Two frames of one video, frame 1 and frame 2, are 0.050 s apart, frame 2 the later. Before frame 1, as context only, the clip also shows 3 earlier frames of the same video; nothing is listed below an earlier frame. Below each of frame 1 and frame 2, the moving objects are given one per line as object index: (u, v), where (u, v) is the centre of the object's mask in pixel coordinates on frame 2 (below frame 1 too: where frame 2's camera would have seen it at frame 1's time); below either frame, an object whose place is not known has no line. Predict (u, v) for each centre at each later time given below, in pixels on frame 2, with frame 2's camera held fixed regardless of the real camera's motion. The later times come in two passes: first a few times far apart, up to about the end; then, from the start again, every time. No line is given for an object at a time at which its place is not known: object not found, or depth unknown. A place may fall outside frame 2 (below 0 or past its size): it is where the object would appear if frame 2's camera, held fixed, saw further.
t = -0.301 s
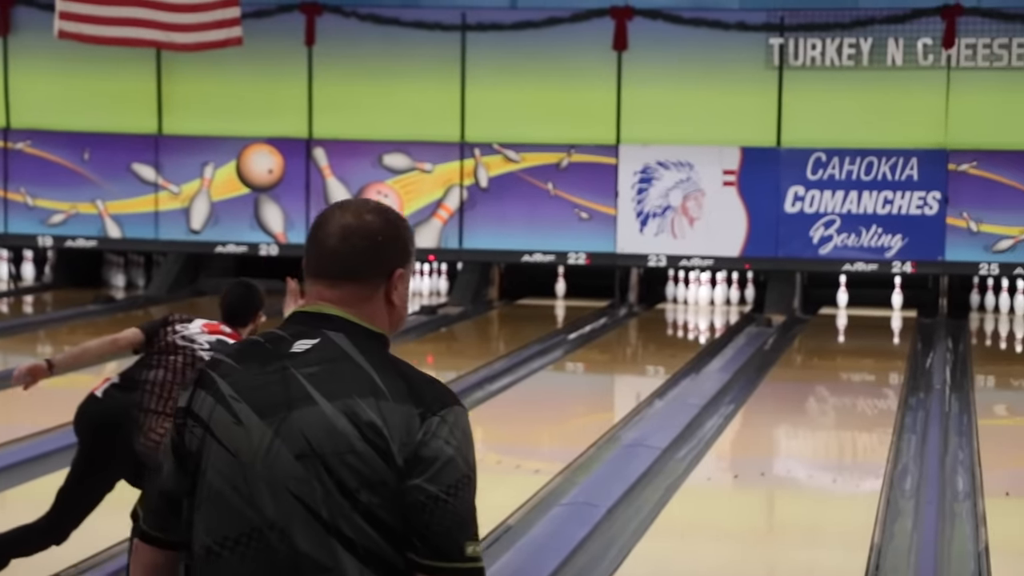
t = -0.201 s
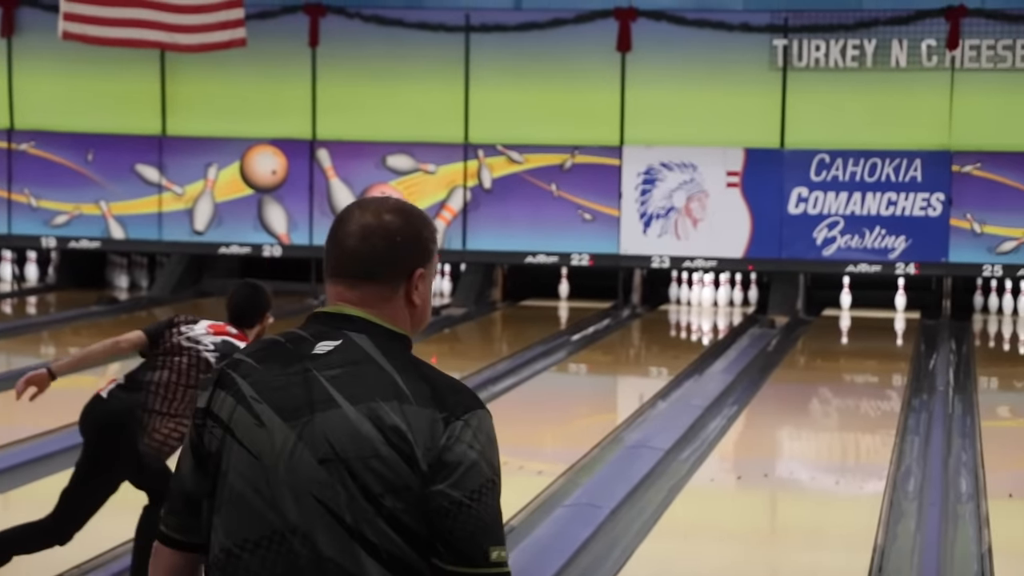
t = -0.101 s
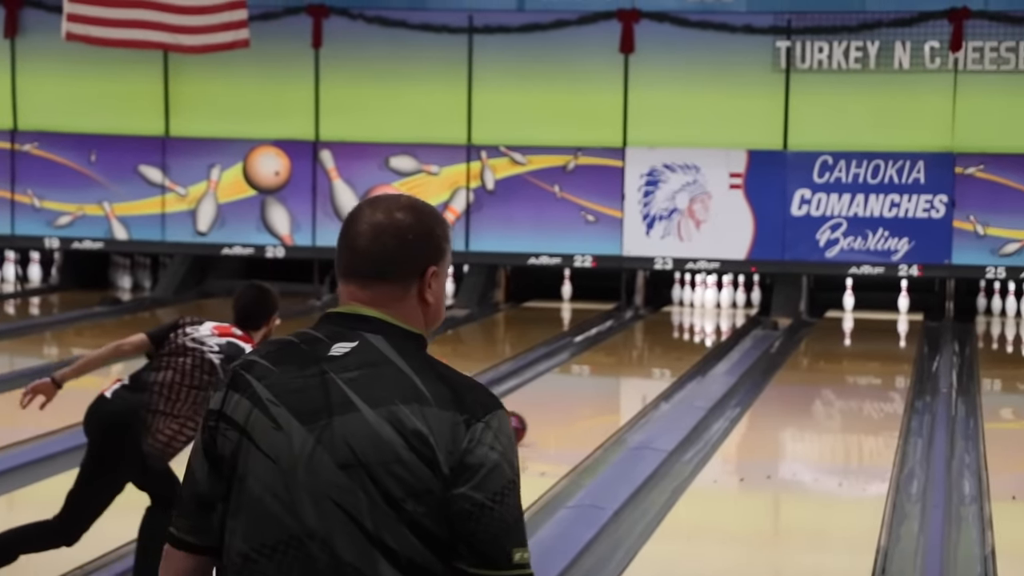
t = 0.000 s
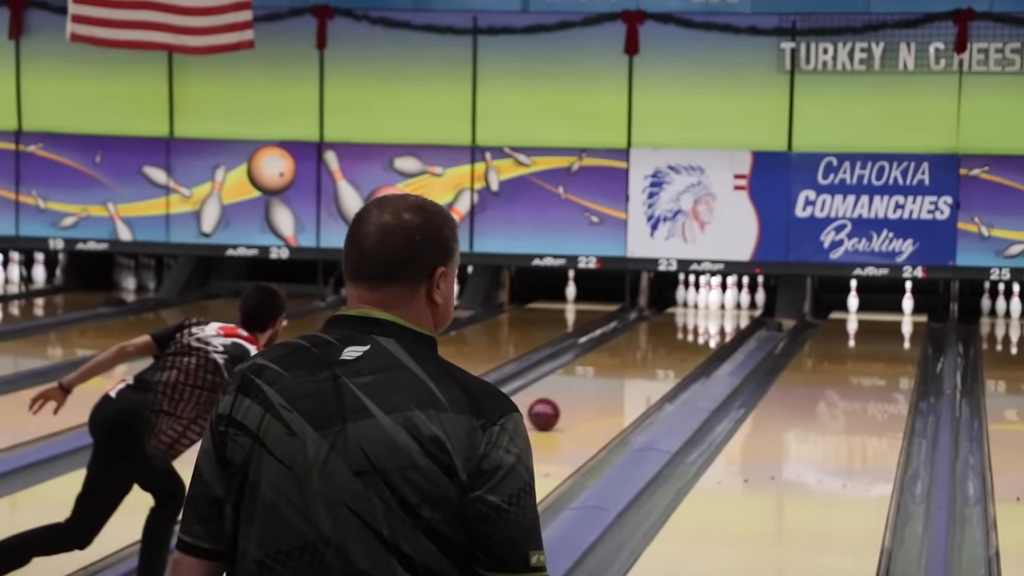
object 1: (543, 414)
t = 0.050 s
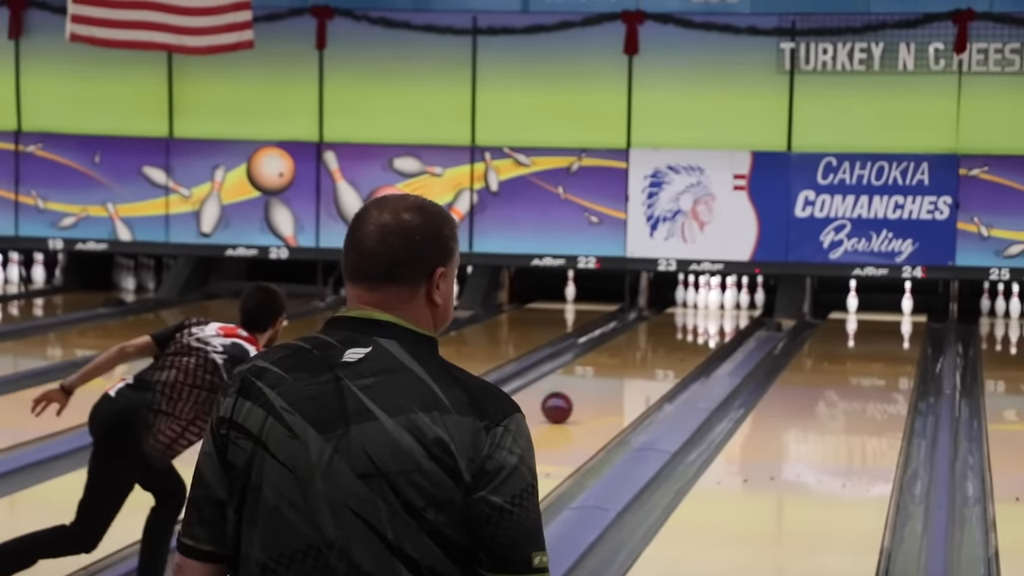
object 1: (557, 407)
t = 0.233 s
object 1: (601, 384)
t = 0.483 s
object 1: (649, 359)
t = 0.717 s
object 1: (684, 341)
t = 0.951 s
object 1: (709, 326)
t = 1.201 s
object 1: (722, 312)
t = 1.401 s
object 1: (726, 303)
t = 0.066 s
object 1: (561, 405)
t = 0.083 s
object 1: (565, 403)
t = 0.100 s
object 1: (570, 400)
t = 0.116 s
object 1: (574, 399)
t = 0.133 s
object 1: (578, 396)
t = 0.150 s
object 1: (582, 394)
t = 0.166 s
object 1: (586, 392)
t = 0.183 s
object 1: (590, 390)
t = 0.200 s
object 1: (593, 388)
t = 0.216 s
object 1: (597, 386)
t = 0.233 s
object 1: (601, 384)
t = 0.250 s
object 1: (604, 383)
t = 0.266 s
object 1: (608, 381)
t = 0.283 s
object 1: (611, 379)
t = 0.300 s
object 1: (615, 377)
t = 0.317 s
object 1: (618, 375)
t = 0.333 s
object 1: (622, 373)
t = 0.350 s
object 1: (625, 372)
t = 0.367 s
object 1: (628, 370)
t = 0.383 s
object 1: (632, 368)
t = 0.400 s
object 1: (635, 367)
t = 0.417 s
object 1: (637, 365)
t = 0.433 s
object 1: (641, 364)
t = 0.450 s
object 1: (644, 362)
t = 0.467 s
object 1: (647, 361)
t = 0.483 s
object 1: (649, 359)
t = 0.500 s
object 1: (652, 358)
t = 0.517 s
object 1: (655, 357)
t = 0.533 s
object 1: (657, 355)
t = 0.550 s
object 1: (660, 354)
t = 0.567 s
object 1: (662, 353)
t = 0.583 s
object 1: (665, 351)
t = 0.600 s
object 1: (667, 350)
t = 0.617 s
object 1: (670, 349)
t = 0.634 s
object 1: (673, 347)
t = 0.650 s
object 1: (675, 346)
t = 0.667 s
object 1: (677, 345)
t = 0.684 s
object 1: (680, 343)
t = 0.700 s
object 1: (683, 342)
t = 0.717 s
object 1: (684, 341)
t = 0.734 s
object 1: (686, 339)
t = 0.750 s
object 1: (688, 338)
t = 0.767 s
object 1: (691, 337)
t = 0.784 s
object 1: (693, 336)
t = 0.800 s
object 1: (694, 335)
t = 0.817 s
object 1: (696, 334)
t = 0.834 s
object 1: (698, 333)
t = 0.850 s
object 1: (700, 332)
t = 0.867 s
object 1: (701, 331)
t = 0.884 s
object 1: (703, 330)
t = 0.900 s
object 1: (704, 329)
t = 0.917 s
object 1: (706, 328)
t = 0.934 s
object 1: (707, 327)
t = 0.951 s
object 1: (709, 326)
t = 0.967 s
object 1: (711, 324)
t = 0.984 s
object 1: (711, 324)
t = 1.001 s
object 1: (712, 323)
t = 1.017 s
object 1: (714, 322)
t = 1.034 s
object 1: (715, 320)
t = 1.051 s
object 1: (715, 320)
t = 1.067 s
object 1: (716, 318)
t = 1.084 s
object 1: (717, 318)
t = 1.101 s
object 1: (718, 317)
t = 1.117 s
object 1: (719, 316)
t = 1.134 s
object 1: (720, 315)
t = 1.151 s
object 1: (721, 314)
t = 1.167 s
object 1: (721, 313)
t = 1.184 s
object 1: (721, 313)
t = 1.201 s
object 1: (722, 312)
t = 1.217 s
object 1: (722, 311)
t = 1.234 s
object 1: (722, 310)
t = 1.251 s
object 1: (723, 309)
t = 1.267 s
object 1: (723, 308)
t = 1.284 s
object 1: (723, 308)
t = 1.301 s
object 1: (723, 307)
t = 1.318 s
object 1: (724, 306)
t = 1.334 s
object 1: (723, 305)
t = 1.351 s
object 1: (724, 305)
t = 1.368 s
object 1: (723, 304)
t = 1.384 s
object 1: (724, 303)
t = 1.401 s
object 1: (726, 303)
